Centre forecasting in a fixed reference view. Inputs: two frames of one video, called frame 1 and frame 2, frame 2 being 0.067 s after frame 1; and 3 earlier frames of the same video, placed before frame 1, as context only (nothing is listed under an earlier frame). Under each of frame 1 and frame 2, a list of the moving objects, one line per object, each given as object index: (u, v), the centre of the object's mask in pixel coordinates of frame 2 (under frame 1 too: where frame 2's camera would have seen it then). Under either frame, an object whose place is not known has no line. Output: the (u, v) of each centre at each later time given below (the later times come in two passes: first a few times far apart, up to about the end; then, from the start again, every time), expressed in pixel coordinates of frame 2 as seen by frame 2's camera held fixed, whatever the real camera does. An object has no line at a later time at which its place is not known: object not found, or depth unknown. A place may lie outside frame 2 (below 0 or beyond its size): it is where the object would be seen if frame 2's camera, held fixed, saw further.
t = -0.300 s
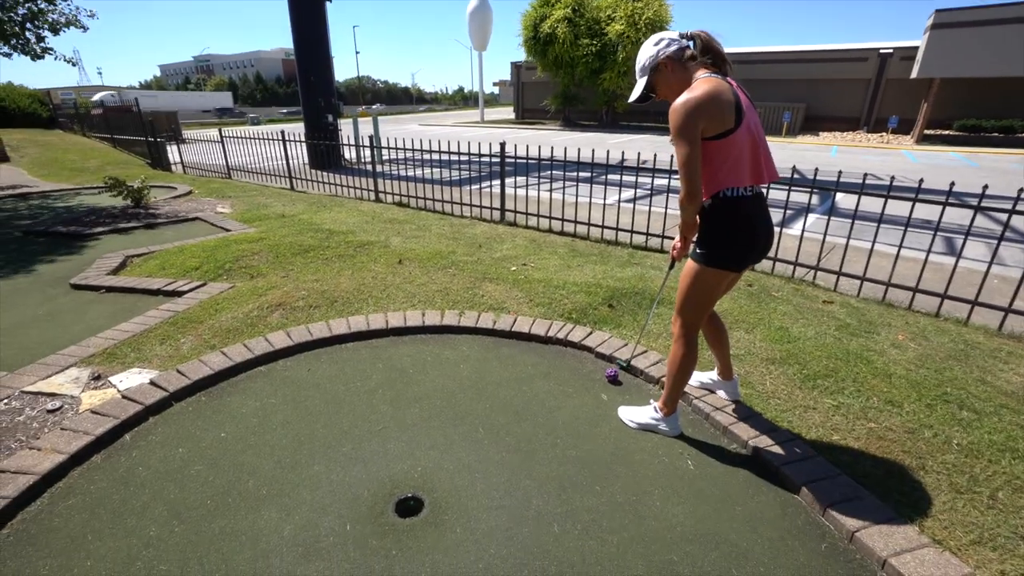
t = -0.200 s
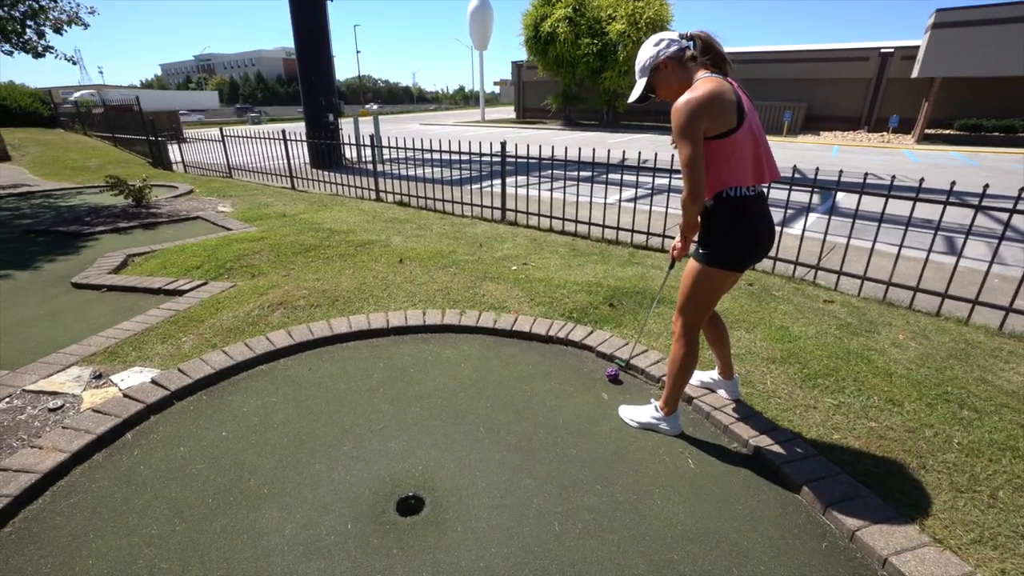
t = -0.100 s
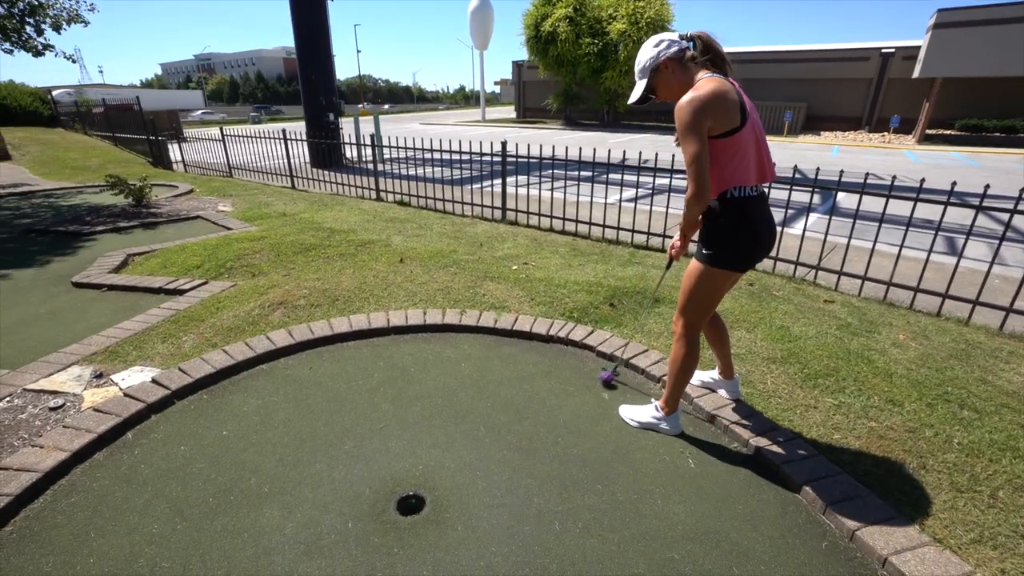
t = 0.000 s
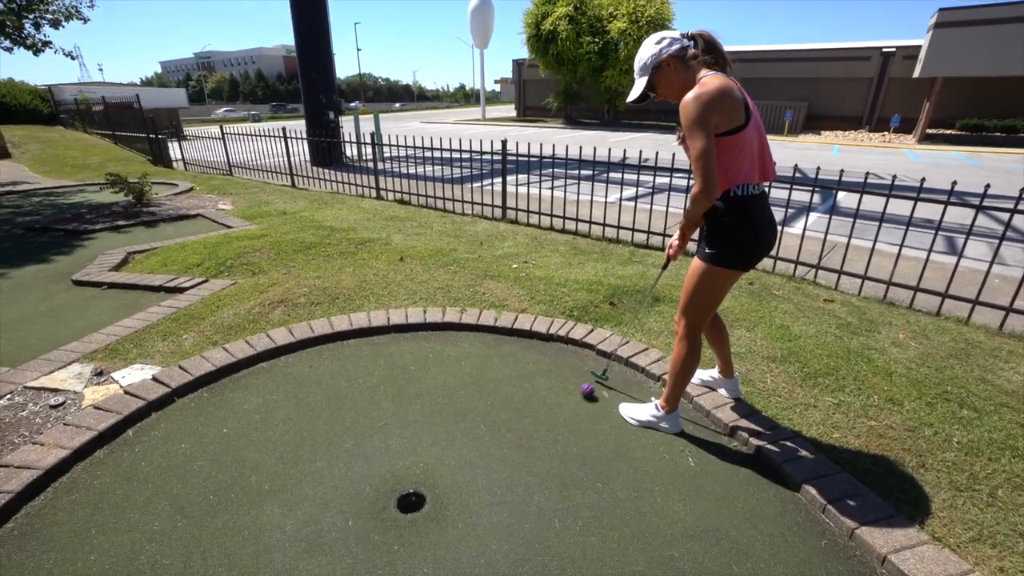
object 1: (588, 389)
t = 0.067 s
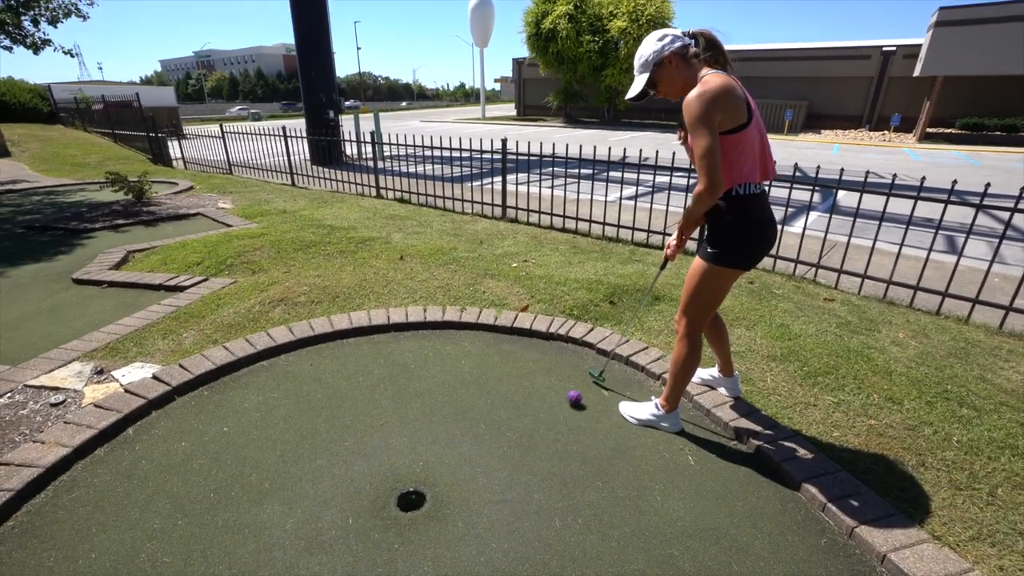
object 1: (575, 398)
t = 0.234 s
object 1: (539, 422)
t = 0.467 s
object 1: (480, 462)
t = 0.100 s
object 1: (568, 401)
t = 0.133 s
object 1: (560, 406)
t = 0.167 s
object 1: (554, 412)
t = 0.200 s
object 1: (546, 416)
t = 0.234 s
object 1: (539, 422)
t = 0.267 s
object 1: (531, 427)
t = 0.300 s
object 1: (523, 433)
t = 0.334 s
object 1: (515, 439)
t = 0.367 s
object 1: (506, 444)
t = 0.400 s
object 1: (498, 450)
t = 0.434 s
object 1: (489, 456)
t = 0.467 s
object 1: (480, 462)
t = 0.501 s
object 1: (471, 469)
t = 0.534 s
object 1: (462, 475)
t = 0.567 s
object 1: (453, 482)
